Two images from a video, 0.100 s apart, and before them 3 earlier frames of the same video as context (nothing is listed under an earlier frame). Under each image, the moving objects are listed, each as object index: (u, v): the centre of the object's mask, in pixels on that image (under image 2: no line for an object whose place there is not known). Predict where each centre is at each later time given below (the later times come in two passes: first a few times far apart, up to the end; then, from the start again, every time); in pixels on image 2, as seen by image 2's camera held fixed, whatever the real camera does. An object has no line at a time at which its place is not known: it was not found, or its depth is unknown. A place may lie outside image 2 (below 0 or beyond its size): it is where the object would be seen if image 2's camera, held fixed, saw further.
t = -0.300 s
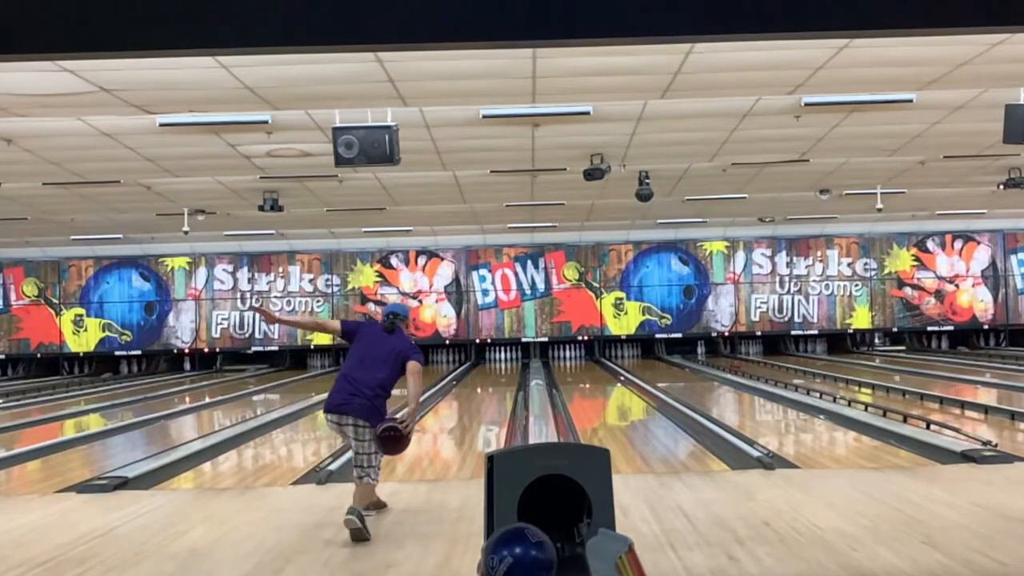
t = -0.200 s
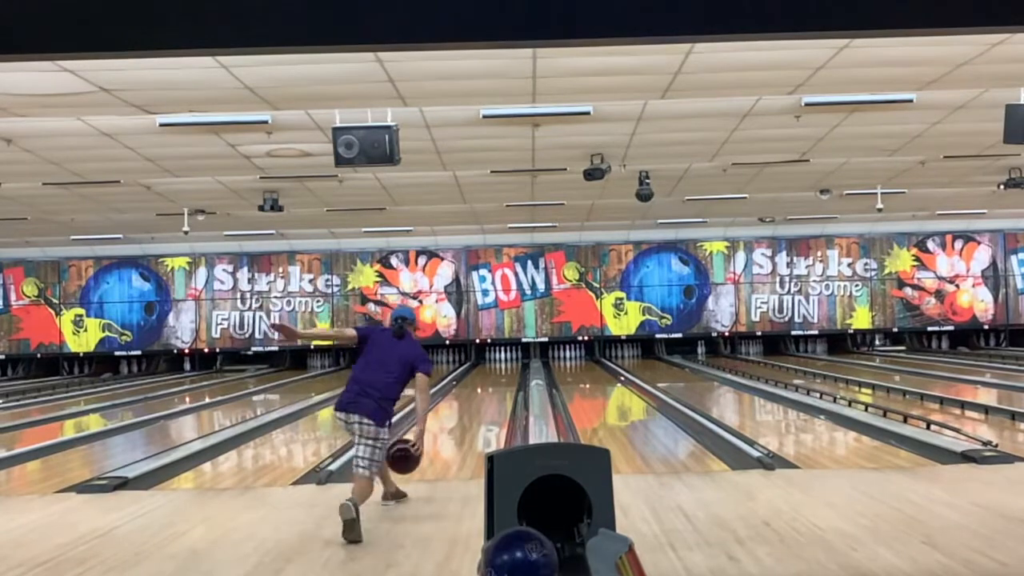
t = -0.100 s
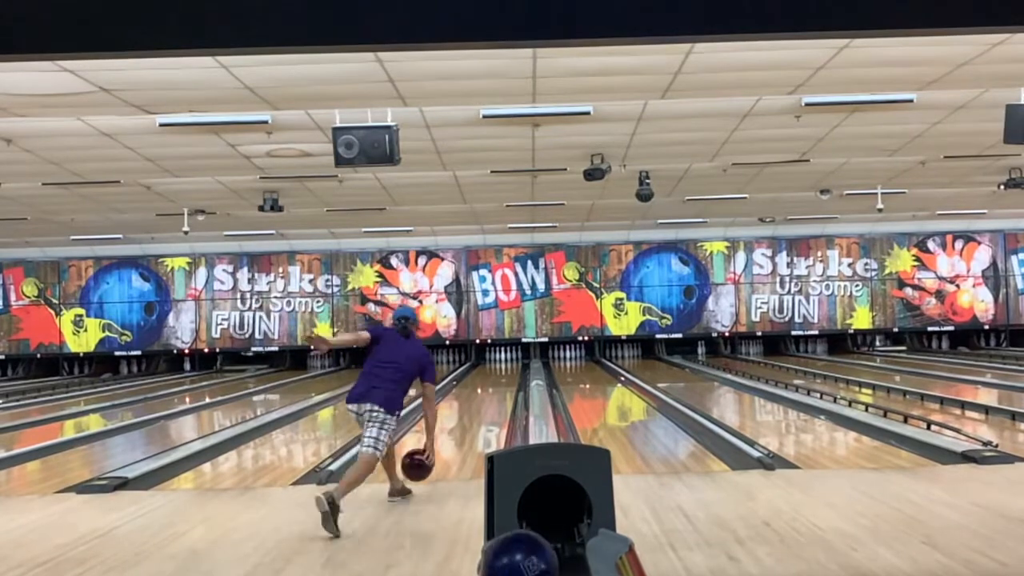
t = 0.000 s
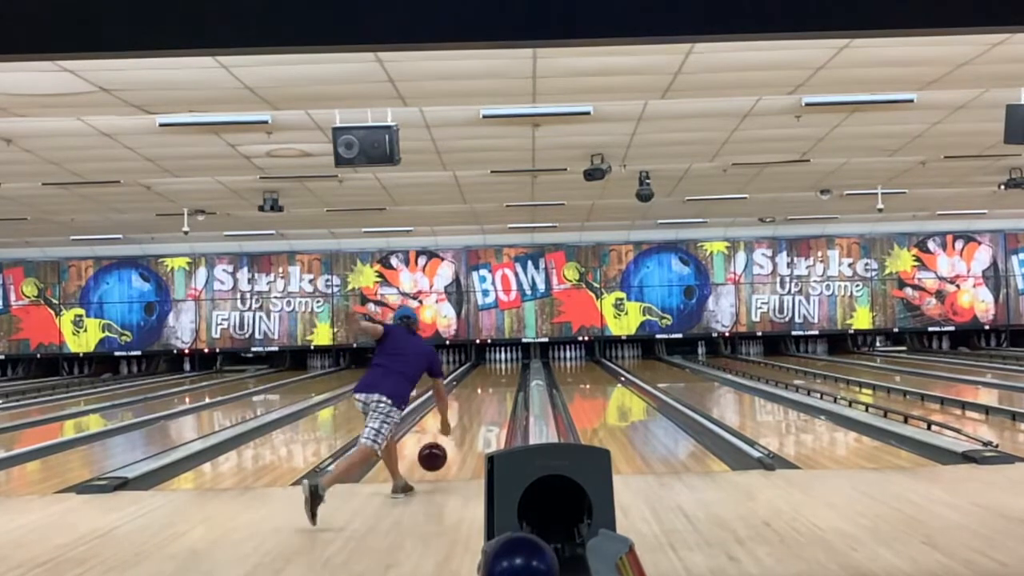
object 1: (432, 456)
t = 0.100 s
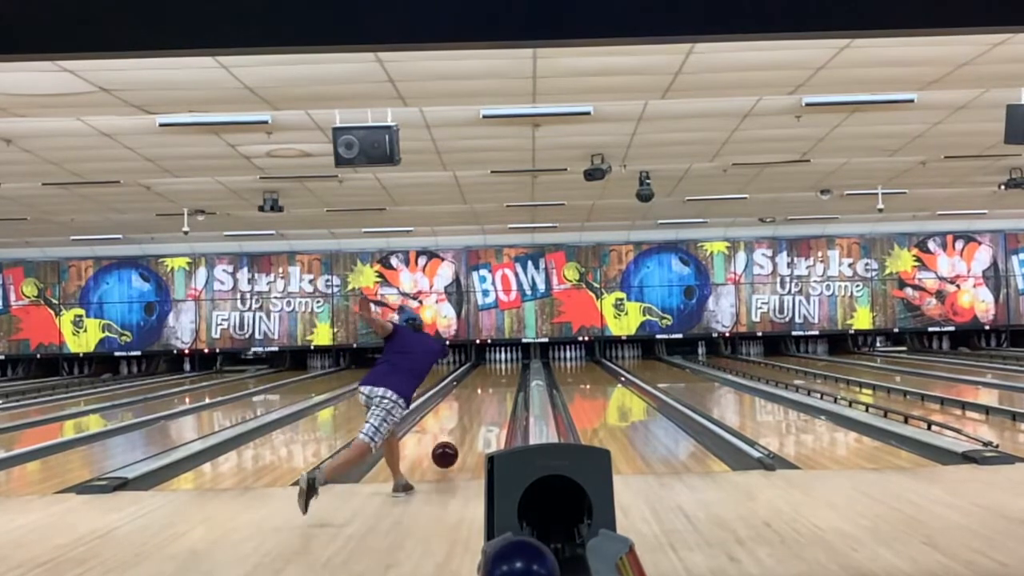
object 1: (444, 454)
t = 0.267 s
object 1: (460, 438)
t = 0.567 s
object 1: (480, 415)
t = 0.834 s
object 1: (491, 401)
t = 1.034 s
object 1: (497, 393)
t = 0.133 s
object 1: (448, 453)
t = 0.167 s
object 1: (452, 449)
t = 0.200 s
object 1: (455, 445)
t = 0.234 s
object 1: (458, 442)
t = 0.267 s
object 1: (460, 438)
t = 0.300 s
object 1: (463, 435)
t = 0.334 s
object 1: (466, 432)
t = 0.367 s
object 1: (468, 429)
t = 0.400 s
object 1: (470, 427)
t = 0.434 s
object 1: (472, 424)
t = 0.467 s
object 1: (474, 421)
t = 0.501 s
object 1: (476, 419)
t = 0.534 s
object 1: (478, 417)
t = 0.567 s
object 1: (480, 415)
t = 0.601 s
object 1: (482, 413)
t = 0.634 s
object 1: (483, 411)
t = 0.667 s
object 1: (485, 409)
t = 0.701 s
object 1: (486, 407)
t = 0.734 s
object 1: (488, 405)
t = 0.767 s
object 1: (489, 404)
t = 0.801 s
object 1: (490, 402)
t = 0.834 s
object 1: (491, 401)
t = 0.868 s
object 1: (493, 400)
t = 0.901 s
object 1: (494, 398)
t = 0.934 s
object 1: (495, 397)
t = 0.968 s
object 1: (496, 396)
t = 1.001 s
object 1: (497, 394)
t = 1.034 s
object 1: (497, 393)
